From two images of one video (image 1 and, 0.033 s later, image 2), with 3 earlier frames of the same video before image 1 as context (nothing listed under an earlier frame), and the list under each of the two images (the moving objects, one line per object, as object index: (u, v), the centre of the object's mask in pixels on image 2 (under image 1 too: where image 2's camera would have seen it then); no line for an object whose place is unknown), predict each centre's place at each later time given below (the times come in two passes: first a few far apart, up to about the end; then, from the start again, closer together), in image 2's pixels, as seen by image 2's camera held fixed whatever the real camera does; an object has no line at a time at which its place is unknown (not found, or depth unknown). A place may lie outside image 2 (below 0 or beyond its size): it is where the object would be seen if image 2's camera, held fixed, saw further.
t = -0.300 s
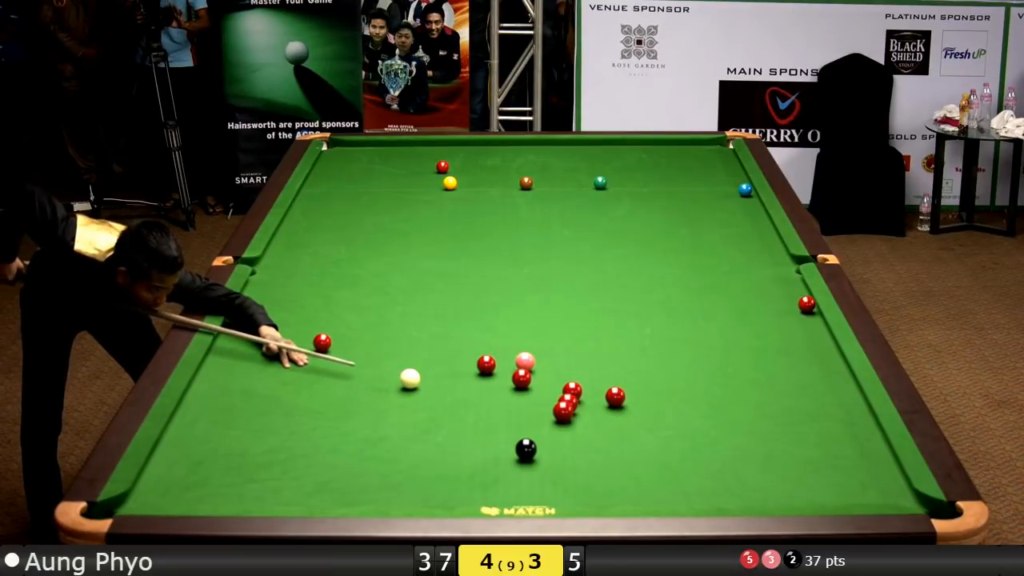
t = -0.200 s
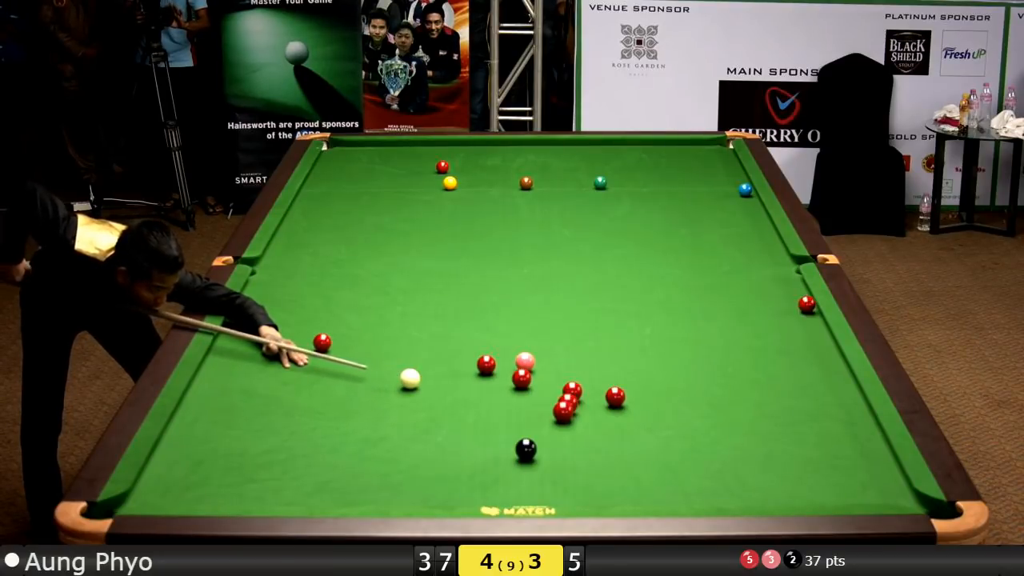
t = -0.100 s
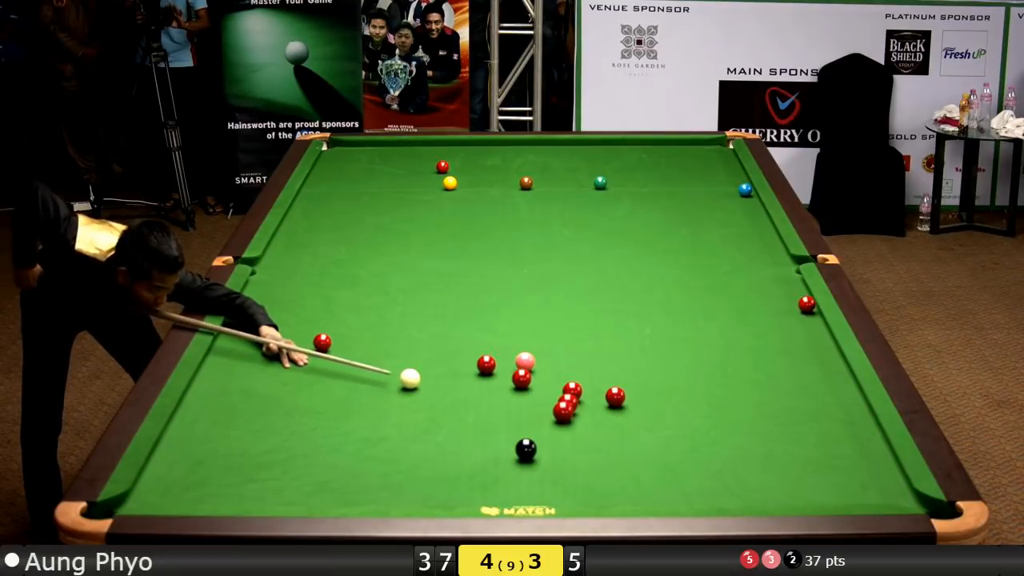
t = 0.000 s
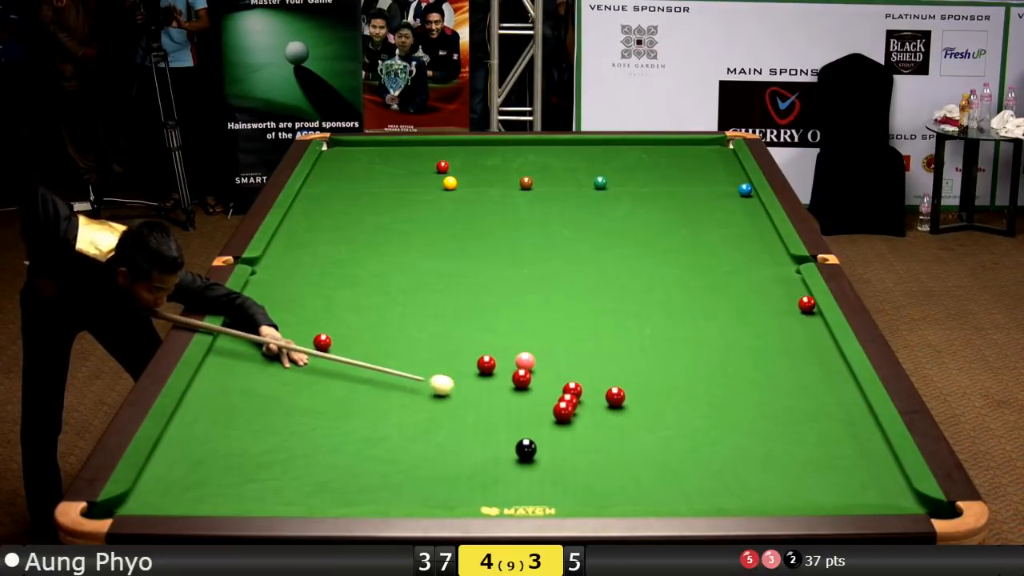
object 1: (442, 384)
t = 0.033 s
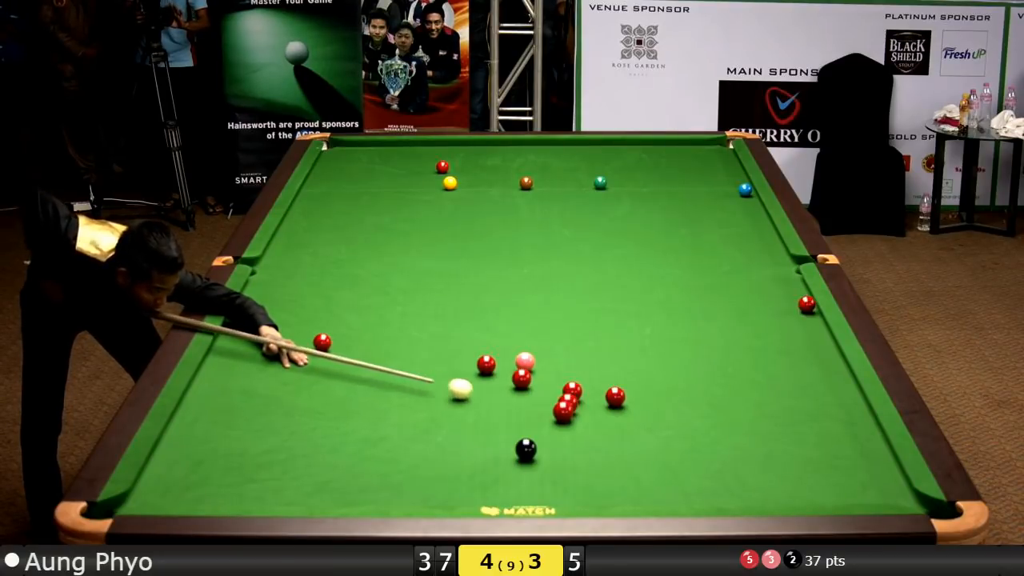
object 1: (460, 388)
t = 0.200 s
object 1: (529, 403)
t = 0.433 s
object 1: (556, 407)
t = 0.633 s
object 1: (570, 410)
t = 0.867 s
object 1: (586, 414)
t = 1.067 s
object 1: (597, 416)
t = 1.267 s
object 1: (608, 418)
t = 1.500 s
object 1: (619, 420)
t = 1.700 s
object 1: (628, 422)
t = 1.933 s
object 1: (636, 424)
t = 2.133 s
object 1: (643, 426)
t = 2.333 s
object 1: (647, 427)
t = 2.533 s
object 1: (651, 428)
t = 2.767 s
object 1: (654, 429)
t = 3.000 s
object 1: (656, 429)
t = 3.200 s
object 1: (656, 429)
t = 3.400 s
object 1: (656, 429)
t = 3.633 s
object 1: (656, 429)
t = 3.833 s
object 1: (656, 429)
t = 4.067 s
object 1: (656, 429)
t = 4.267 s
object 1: (656, 429)
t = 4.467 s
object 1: (656, 429)
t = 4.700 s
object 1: (656, 429)
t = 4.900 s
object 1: (656, 429)
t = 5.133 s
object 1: (656, 429)
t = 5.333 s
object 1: (656, 429)
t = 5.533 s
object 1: (656, 429)
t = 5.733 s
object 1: (656, 429)
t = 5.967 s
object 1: (656, 429)
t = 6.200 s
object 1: (656, 429)
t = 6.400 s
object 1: (656, 429)
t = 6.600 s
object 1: (656, 429)
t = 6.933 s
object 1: (654, 428)
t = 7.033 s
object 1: (656, 430)
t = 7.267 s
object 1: (656, 430)
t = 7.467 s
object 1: (656, 430)
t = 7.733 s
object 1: (656, 429)
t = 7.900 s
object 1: (656, 429)
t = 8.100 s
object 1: (656, 430)
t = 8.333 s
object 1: (656, 429)
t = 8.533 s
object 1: (656, 429)
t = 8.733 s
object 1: (656, 429)
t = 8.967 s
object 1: (656, 429)
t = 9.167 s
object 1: (656, 429)
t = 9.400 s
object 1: (656, 429)
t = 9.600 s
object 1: (656, 429)
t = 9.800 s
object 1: (656, 429)
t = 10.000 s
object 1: (656, 429)
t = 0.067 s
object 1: (478, 392)
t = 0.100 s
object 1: (487, 394)
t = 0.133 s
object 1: (503, 398)
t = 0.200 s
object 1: (529, 403)
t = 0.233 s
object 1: (544, 406)
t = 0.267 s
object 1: (548, 406)
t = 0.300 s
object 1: (548, 406)
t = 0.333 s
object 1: (549, 406)
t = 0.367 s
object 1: (552, 407)
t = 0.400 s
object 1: (553, 407)
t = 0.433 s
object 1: (556, 407)
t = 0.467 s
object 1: (559, 408)
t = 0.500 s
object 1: (560, 408)
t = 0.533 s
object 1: (563, 409)
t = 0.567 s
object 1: (566, 410)
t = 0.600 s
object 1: (567, 410)
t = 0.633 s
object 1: (570, 410)
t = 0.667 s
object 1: (572, 411)
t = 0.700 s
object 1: (574, 411)
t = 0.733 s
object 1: (576, 412)
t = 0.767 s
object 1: (579, 412)
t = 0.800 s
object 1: (580, 412)
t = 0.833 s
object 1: (583, 413)
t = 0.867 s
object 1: (586, 414)
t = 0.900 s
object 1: (587, 414)
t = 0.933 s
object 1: (589, 414)
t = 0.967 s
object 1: (592, 415)
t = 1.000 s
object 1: (593, 415)
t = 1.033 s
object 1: (595, 416)
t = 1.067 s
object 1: (597, 416)
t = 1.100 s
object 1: (598, 416)
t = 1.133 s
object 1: (601, 417)
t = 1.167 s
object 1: (603, 417)
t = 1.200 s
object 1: (604, 417)
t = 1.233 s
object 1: (606, 418)
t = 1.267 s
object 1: (608, 418)
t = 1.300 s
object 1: (609, 419)
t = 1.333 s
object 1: (611, 419)
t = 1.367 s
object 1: (613, 419)
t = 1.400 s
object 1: (614, 420)
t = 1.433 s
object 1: (616, 420)
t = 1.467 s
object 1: (618, 420)
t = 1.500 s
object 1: (619, 420)
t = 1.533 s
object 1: (621, 421)
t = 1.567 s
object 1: (623, 421)
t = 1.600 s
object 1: (623, 421)
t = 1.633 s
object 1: (625, 422)
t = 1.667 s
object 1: (627, 422)
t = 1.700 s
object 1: (628, 422)
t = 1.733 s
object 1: (629, 423)
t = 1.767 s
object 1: (631, 423)
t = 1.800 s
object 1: (631, 423)
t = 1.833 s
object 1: (633, 423)
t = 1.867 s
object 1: (634, 424)
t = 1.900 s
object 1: (635, 424)
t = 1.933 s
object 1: (636, 424)
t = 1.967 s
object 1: (638, 424)
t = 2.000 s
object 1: (638, 424)
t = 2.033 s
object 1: (640, 425)
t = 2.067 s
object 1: (641, 425)
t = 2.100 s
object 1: (641, 425)
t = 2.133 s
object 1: (643, 426)
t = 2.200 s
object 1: (644, 426)
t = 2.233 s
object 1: (645, 426)
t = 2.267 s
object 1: (646, 426)
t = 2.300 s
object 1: (647, 426)
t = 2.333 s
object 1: (647, 427)
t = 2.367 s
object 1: (648, 427)
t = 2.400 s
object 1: (649, 427)
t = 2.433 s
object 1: (649, 427)
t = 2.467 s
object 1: (650, 428)
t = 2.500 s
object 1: (650, 428)
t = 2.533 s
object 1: (651, 428)
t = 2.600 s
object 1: (652, 428)
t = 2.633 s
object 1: (653, 428)
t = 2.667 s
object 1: (653, 429)
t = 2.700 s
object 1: (653, 429)
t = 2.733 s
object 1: (654, 429)
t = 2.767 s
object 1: (654, 429)
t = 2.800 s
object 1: (655, 429)
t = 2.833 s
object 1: (655, 429)
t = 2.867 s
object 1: (655, 429)
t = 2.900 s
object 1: (655, 429)
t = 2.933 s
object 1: (656, 429)
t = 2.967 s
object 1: (656, 429)
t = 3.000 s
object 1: (656, 429)
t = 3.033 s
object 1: (656, 429)
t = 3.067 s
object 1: (656, 430)
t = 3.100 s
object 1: (656, 429)
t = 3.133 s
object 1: (656, 429)
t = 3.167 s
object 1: (656, 429)
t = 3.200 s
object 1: (656, 429)
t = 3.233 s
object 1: (656, 429)
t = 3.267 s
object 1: (656, 429)
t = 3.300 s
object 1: (656, 429)
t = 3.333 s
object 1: (656, 429)
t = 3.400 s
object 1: (656, 429)
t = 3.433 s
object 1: (656, 429)
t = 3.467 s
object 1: (656, 429)
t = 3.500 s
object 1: (656, 429)
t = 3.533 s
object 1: (656, 429)
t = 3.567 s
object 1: (656, 429)
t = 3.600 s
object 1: (656, 429)
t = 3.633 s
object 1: (656, 429)
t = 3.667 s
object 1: (656, 429)
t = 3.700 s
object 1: (656, 429)
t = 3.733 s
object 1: (656, 429)
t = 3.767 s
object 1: (656, 429)
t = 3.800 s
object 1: (656, 429)
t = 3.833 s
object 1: (656, 429)
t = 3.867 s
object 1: (656, 429)
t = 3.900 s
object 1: (656, 429)
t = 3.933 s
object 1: (656, 429)
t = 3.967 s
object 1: (656, 429)
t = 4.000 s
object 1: (656, 429)
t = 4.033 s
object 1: (656, 429)
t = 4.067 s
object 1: (656, 429)
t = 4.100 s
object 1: (656, 429)
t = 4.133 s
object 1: (656, 429)
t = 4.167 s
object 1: (656, 429)
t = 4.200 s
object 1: (656, 429)
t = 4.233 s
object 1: (656, 429)
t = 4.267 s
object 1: (656, 429)
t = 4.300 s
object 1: (656, 429)
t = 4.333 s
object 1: (656, 429)
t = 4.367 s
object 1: (656, 429)
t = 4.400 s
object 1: (656, 429)
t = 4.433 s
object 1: (656, 429)
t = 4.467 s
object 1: (656, 429)
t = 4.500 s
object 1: (656, 429)
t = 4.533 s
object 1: (656, 429)
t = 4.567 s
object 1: (656, 429)
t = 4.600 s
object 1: (656, 429)
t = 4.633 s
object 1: (656, 429)
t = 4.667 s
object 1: (656, 429)
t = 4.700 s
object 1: (656, 429)
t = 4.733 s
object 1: (656, 429)
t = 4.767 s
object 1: (656, 429)
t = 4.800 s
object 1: (656, 429)
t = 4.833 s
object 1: (656, 429)
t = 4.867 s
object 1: (656, 429)
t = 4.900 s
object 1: (656, 429)
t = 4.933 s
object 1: (656, 429)
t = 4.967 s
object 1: (656, 429)
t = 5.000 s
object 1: (656, 429)
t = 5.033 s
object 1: (656, 429)
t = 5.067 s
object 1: (656, 429)
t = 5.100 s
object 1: (656, 429)
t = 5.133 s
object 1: (656, 429)
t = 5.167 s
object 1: (656, 429)
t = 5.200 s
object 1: (656, 429)
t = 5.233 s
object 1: (656, 429)
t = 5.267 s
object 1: (656, 429)
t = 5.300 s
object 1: (656, 429)
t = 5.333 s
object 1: (656, 429)
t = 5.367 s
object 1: (656, 429)
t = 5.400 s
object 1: (656, 429)
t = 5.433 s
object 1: (656, 429)
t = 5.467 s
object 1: (656, 429)
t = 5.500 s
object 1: (656, 429)
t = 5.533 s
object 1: (656, 429)
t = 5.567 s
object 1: (656, 429)
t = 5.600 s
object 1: (656, 429)
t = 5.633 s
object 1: (656, 429)
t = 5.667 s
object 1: (656, 429)
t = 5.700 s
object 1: (656, 429)
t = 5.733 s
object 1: (656, 429)
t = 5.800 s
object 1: (656, 429)
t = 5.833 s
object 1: (656, 429)
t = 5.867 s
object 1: (656, 429)
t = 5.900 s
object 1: (656, 429)
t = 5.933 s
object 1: (656, 429)
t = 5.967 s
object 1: (656, 429)
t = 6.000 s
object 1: (656, 429)
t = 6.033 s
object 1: (656, 429)
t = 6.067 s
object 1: (656, 429)
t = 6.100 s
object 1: (656, 429)
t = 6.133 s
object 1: (656, 429)
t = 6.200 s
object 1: (656, 429)
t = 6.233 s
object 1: (656, 429)
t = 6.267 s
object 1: (656, 429)
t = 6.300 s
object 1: (656, 430)
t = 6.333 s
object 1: (656, 429)
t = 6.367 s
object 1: (656, 429)
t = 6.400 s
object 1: (656, 429)
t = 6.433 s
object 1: (656, 430)
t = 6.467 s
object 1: (656, 430)
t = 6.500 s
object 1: (656, 430)
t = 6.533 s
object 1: (656, 429)
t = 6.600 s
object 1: (656, 429)
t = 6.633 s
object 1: (656, 429)
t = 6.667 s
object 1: (658, 430)
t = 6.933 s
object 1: (654, 428)
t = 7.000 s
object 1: (656, 429)
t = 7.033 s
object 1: (656, 430)
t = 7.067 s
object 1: (656, 430)
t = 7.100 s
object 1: (656, 430)
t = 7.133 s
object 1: (656, 429)
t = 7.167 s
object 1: (656, 430)
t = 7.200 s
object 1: (656, 430)
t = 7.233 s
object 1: (656, 430)
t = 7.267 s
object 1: (656, 430)
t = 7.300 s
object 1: (656, 430)
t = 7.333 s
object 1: (656, 430)
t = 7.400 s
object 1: (656, 430)
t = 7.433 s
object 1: (656, 430)
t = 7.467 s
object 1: (656, 430)
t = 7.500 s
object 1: (656, 430)
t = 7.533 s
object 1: (662, 429)
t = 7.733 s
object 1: (656, 429)
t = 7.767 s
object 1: (656, 429)
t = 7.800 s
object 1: (656, 429)
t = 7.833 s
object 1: (656, 429)
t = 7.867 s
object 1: (656, 429)
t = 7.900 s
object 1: (656, 429)
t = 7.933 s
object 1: (656, 429)
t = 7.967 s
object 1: (656, 429)
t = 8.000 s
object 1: (656, 430)
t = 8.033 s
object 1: (656, 430)
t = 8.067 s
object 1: (656, 430)
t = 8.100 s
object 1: (656, 430)
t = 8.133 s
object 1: (656, 429)
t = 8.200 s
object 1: (656, 429)
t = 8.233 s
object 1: (656, 429)
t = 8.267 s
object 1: (656, 429)
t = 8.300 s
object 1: (656, 429)
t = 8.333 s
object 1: (656, 429)
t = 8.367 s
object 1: (656, 430)
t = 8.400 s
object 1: (656, 429)
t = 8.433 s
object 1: (656, 429)
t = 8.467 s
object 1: (656, 429)
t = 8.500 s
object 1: (656, 429)
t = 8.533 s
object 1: (656, 429)
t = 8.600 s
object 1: (656, 429)
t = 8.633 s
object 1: (656, 429)
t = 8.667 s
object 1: (656, 429)
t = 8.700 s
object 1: (656, 429)
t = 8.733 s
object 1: (656, 429)
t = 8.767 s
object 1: (656, 429)
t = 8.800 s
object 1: (656, 429)
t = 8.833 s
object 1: (656, 429)
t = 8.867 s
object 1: (656, 429)
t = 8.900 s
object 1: (656, 429)
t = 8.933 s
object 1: (656, 429)
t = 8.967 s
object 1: (656, 429)
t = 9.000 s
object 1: (656, 429)
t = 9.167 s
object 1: (656, 429)
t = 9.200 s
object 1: (656, 429)
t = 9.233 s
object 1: (656, 429)
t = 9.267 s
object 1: (656, 429)
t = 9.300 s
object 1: (656, 429)
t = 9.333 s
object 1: (656, 429)
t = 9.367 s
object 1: (656, 429)
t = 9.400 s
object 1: (656, 429)
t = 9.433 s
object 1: (656, 429)
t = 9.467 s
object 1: (656, 429)
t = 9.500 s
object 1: (656, 429)
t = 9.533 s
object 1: (656, 429)
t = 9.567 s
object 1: (656, 429)
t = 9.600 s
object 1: (656, 429)
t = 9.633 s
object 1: (656, 429)
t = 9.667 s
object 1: (656, 429)
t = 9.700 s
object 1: (656, 429)
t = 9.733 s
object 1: (656, 429)
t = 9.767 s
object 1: (656, 429)
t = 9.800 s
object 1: (656, 429)
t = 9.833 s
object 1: (656, 429)
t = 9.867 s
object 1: (656, 429)
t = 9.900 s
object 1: (656, 429)
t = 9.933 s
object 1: (656, 429)
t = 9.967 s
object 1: (656, 429)
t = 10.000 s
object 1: (656, 429)
